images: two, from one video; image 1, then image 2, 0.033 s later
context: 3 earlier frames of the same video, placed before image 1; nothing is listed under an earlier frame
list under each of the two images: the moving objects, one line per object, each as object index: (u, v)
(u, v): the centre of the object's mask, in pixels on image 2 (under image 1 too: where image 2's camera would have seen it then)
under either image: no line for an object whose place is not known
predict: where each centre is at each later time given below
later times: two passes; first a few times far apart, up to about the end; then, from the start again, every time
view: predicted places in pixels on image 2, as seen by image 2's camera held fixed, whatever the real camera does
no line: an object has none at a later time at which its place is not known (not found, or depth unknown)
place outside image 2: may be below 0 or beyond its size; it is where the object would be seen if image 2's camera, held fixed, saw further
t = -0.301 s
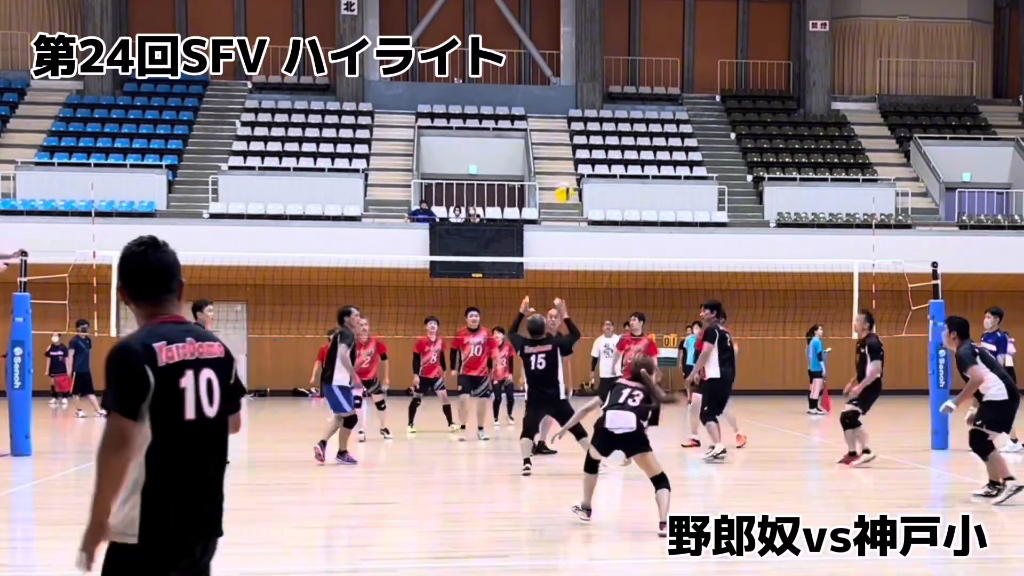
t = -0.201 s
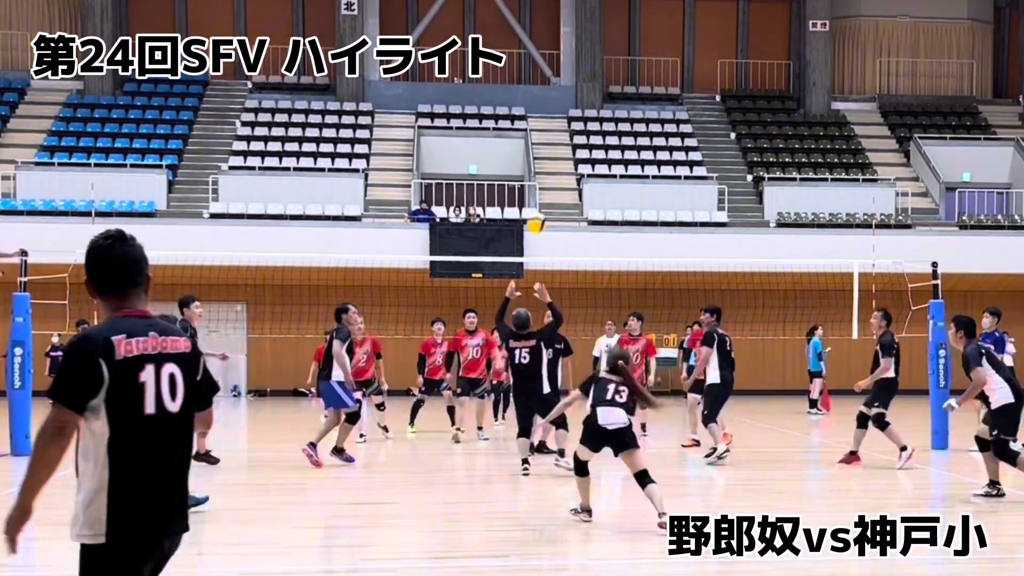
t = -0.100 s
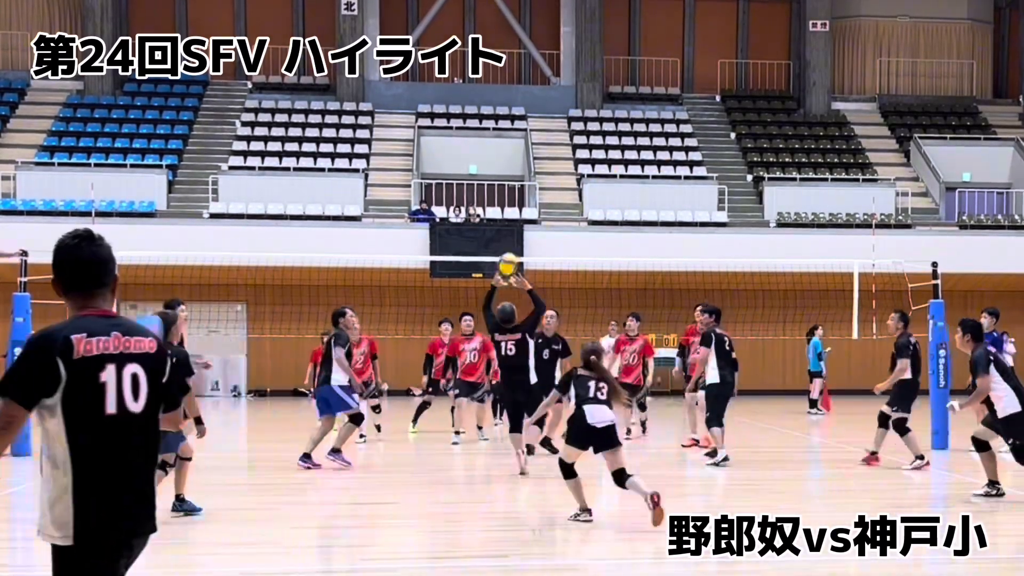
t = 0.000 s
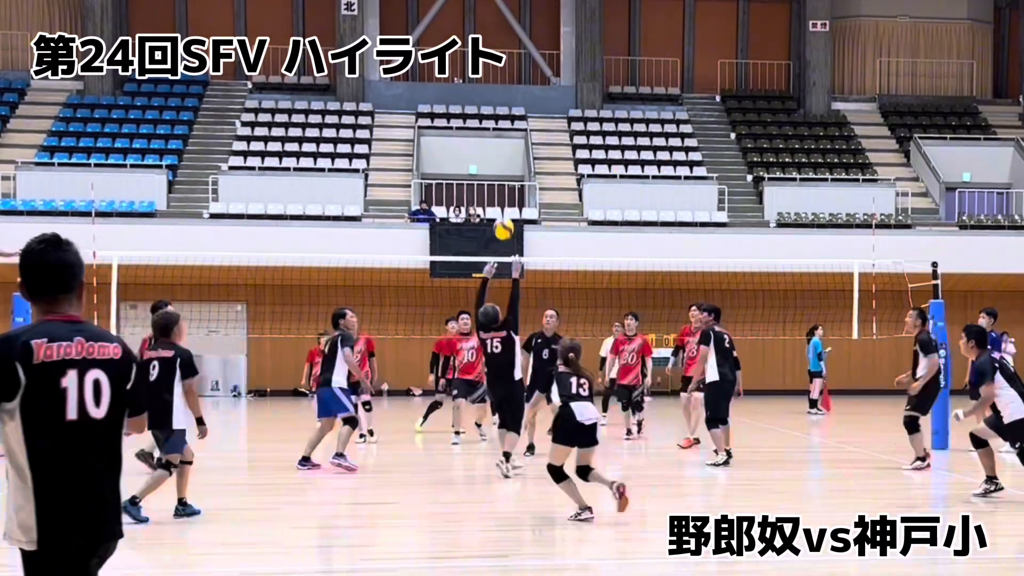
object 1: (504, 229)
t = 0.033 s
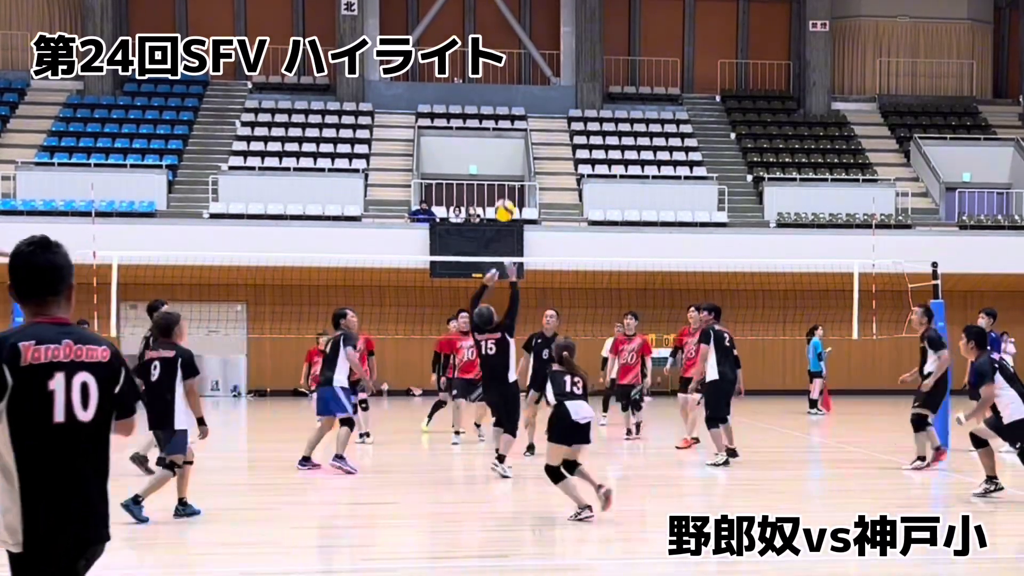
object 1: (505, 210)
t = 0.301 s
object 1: (509, 113)
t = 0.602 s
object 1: (514, 92)
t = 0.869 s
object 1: (520, 140)
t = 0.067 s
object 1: (505, 194)
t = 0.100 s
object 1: (506, 178)
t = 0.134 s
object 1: (506, 165)
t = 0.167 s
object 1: (507, 152)
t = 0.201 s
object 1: (507, 140)
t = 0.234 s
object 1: (508, 130)
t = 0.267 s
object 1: (508, 120)
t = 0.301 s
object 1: (509, 113)
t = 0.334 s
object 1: (510, 106)
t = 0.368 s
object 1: (510, 100)
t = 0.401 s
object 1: (511, 96)
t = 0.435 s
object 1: (511, 93)
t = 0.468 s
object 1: (512, 90)
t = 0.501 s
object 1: (512, 89)
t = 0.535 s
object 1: (513, 89)
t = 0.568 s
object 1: (514, 90)
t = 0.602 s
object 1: (514, 92)
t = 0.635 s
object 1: (515, 94)
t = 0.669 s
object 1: (516, 98)
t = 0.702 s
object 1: (516, 103)
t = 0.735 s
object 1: (517, 109)
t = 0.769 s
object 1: (518, 116)
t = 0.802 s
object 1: (518, 124)
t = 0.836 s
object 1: (519, 132)
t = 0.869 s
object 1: (520, 140)
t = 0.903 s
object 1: (520, 151)
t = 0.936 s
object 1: (520, 162)
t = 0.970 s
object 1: (521, 173)
